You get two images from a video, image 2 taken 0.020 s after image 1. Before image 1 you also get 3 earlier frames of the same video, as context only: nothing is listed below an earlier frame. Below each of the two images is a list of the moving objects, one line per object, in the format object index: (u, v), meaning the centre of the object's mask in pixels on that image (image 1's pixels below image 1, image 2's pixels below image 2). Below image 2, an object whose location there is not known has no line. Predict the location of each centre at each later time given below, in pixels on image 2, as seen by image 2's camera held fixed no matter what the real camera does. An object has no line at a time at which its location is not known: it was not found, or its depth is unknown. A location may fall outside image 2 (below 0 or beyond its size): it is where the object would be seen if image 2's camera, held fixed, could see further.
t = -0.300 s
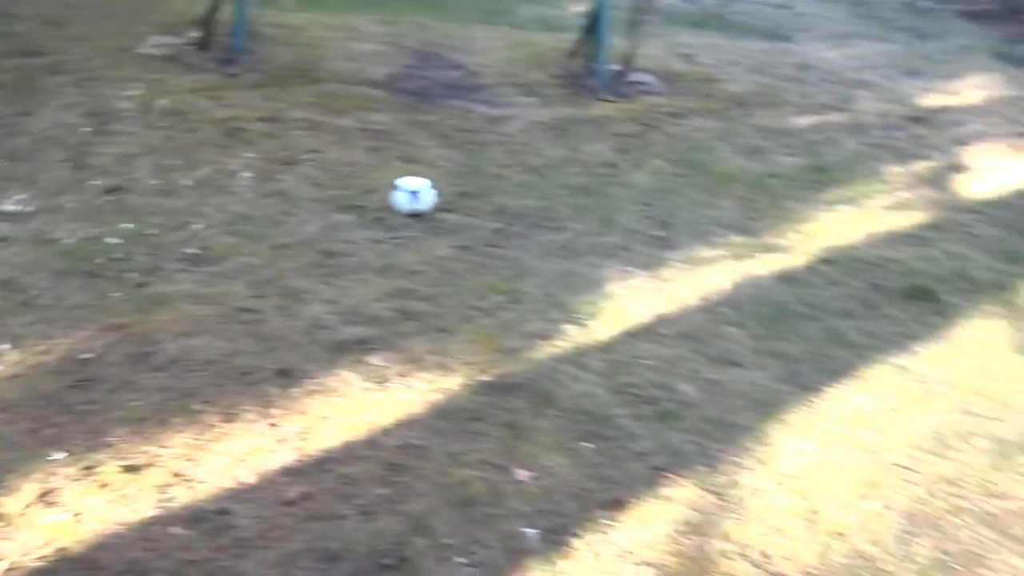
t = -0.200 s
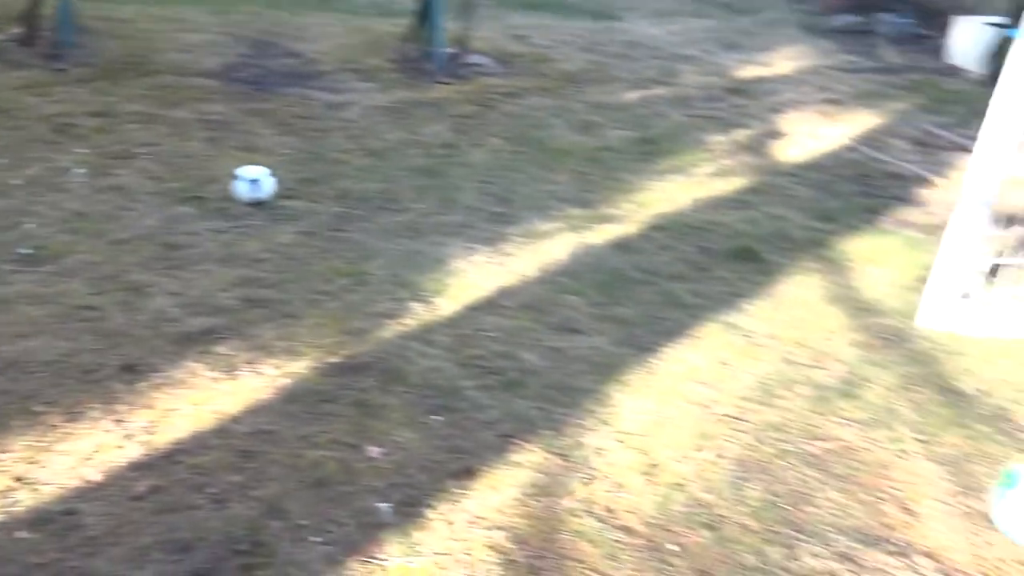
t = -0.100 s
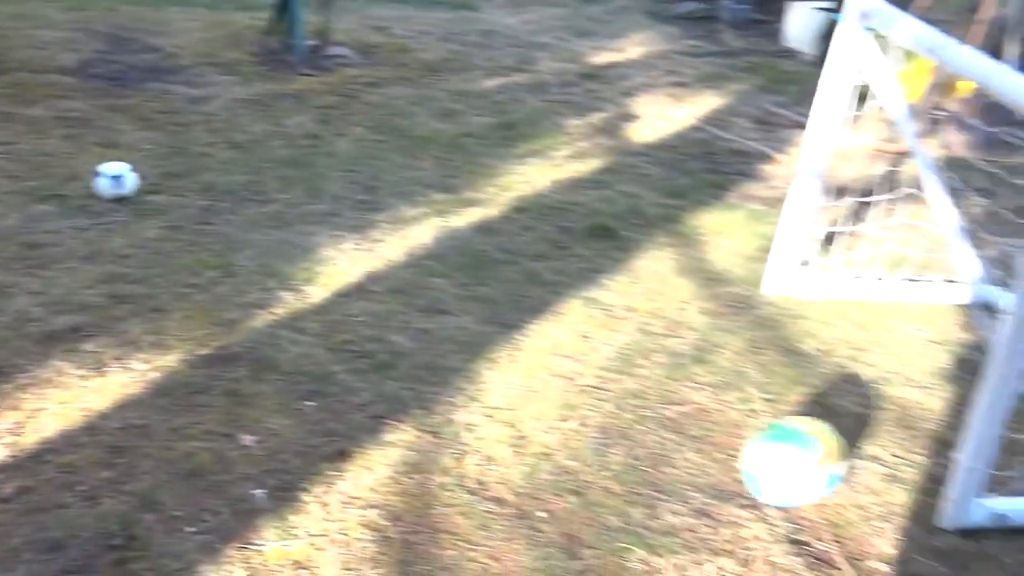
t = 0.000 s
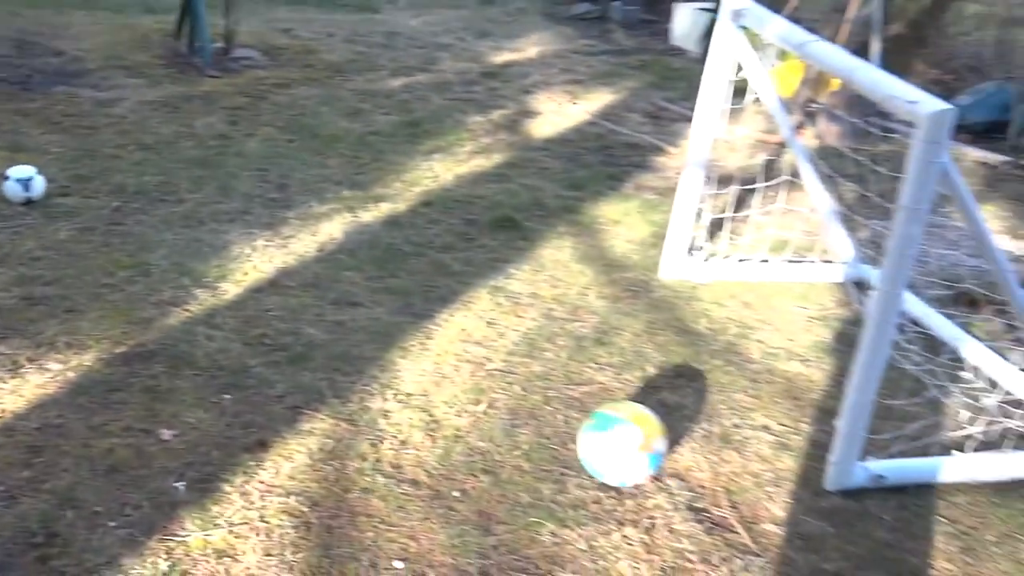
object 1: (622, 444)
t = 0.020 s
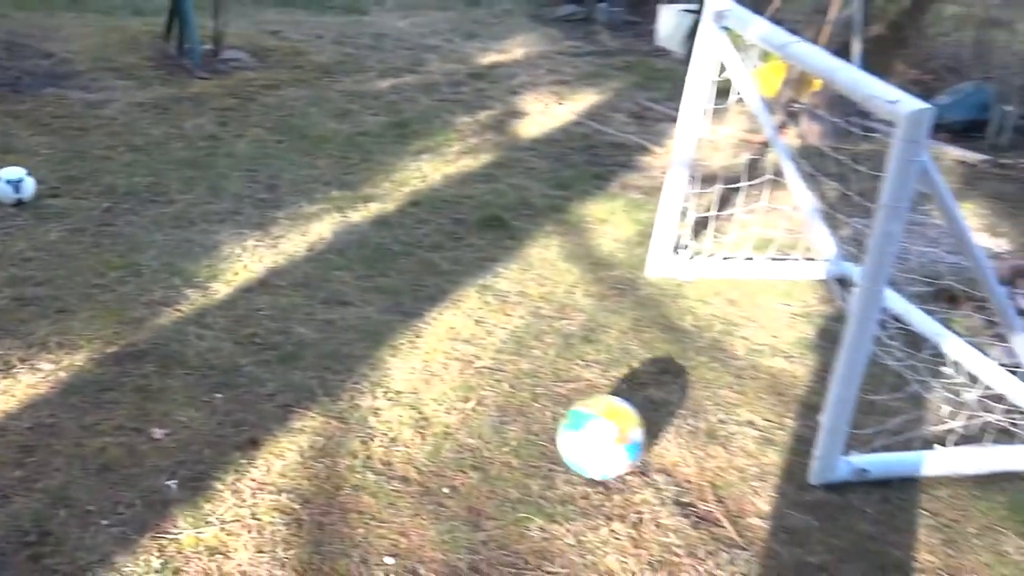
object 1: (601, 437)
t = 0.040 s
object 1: (592, 436)
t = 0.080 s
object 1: (574, 437)
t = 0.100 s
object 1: (564, 439)
